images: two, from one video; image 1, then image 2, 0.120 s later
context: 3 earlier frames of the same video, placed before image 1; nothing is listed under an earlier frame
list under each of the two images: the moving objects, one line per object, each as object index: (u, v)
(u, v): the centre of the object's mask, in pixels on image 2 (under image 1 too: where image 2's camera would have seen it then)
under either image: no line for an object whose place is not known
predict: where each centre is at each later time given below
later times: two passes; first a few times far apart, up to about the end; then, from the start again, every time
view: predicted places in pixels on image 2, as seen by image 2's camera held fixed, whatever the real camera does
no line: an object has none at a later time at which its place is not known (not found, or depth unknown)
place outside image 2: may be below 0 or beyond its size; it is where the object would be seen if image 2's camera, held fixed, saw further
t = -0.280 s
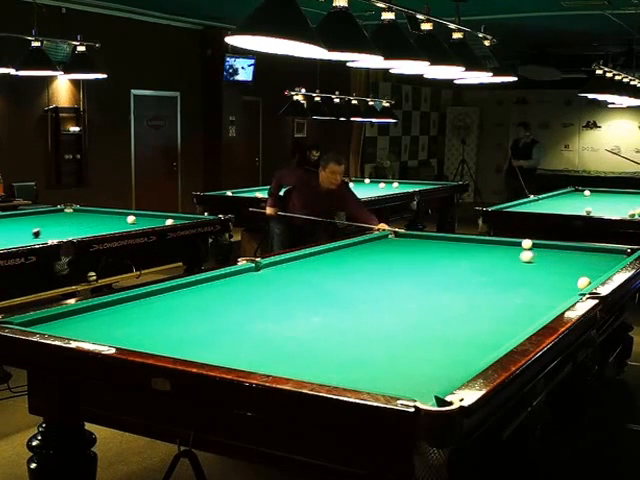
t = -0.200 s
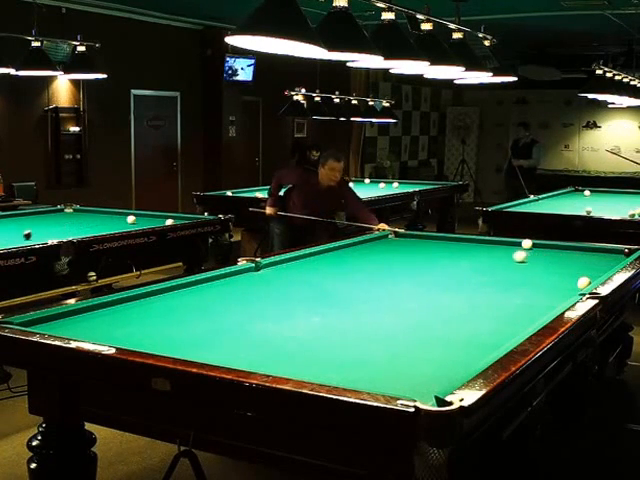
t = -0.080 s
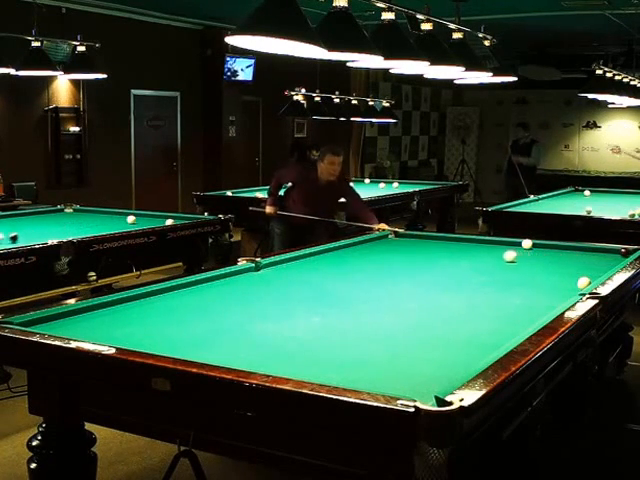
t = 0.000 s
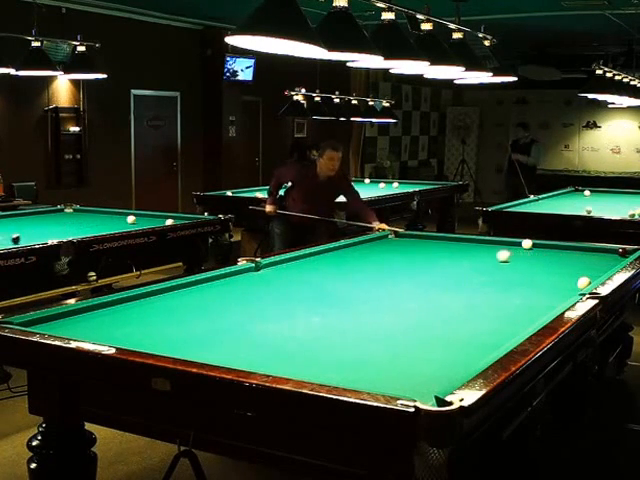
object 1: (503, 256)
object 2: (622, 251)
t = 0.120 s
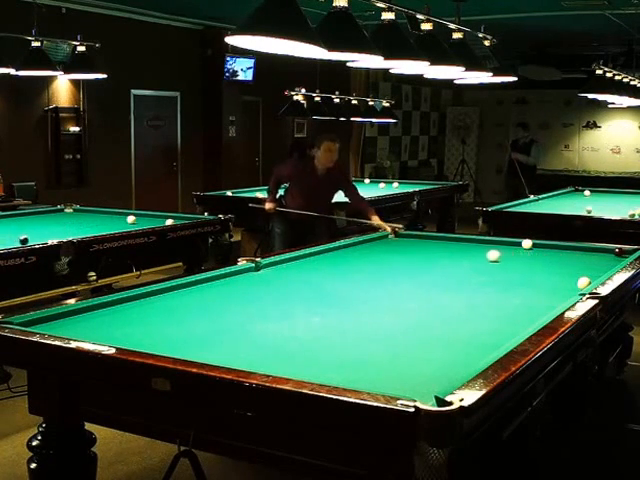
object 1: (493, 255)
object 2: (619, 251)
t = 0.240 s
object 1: (483, 255)
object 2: (615, 251)
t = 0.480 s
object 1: (465, 255)
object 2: (609, 251)
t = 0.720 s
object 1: (447, 254)
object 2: (604, 251)
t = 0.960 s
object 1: (429, 254)
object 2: (599, 250)
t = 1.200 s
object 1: (413, 253)
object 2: (595, 250)
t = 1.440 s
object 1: (397, 253)
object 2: (591, 250)
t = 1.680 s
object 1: (382, 253)
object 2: (588, 250)
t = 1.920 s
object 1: (367, 253)
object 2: (585, 250)
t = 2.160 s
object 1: (354, 252)
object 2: (584, 250)
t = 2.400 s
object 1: (341, 252)
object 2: (583, 250)
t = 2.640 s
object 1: (329, 252)
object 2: (583, 250)
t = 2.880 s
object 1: (320, 251)
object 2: (583, 250)
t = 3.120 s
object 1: (323, 252)
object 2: (583, 250)
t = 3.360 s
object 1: (327, 253)
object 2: (583, 250)
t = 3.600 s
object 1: (330, 254)
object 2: (583, 250)
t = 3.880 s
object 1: (333, 254)
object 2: (583, 250)
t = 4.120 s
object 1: (336, 255)
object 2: (583, 250)
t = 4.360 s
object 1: (338, 255)
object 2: (583, 250)
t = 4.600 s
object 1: (340, 256)
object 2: (583, 250)
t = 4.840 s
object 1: (341, 256)
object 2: (583, 250)
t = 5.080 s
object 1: (342, 256)
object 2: (583, 250)
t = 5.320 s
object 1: (342, 256)
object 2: (583, 250)
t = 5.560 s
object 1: (342, 256)
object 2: (583, 250)
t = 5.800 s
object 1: (342, 256)
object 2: (583, 249)
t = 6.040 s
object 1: (342, 256)
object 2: (583, 250)
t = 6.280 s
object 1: (342, 256)
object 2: (583, 249)
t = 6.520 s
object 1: (342, 256)
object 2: (583, 250)
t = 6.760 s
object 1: (342, 256)
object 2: (583, 250)
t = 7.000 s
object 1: (342, 256)
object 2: (583, 250)
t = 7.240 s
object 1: (342, 256)
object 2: (583, 250)
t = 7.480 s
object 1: (343, 256)
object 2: (583, 250)
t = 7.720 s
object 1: (343, 256)
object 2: (583, 250)
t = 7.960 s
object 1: (343, 256)
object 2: (583, 250)
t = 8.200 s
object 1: (342, 256)
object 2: (583, 250)
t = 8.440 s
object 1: (343, 256)
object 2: (583, 250)
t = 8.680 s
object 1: (343, 256)
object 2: (583, 250)
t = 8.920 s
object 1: (343, 256)
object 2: (583, 250)
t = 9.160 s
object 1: (343, 256)
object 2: (583, 250)
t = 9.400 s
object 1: (343, 256)
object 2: (583, 250)
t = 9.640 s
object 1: (343, 256)
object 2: (583, 250)
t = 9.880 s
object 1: (343, 256)
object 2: (583, 250)
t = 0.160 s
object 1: (490, 255)
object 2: (618, 251)
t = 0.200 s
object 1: (486, 255)
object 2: (617, 251)
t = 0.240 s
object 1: (483, 255)
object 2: (615, 251)
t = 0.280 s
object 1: (480, 255)
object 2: (614, 251)
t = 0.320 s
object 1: (477, 255)
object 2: (613, 251)
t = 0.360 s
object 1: (474, 255)
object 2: (612, 251)
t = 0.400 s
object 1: (471, 255)
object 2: (611, 251)
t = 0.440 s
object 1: (468, 255)
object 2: (610, 251)
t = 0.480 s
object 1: (465, 255)
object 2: (609, 251)
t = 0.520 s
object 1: (462, 255)
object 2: (608, 251)
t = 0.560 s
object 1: (459, 254)
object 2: (607, 251)
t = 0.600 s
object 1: (455, 255)
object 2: (607, 251)
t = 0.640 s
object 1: (453, 254)
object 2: (606, 251)
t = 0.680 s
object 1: (450, 254)
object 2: (605, 251)
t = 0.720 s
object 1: (447, 254)
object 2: (604, 251)
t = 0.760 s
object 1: (444, 254)
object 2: (603, 251)
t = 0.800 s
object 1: (441, 254)
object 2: (603, 251)
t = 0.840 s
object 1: (438, 254)
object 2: (602, 250)
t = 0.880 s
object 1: (435, 254)
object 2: (601, 251)
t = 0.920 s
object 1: (432, 254)
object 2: (600, 250)
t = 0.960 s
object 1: (429, 254)
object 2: (599, 250)
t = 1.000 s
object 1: (426, 254)
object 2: (598, 250)
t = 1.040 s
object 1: (424, 254)
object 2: (597, 250)
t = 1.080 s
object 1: (421, 254)
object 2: (597, 250)
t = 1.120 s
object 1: (418, 254)
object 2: (596, 250)
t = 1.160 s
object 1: (415, 254)
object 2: (595, 250)
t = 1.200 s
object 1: (413, 253)
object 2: (595, 250)
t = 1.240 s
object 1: (410, 253)
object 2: (594, 250)
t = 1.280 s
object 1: (407, 253)
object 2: (593, 250)
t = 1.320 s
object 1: (405, 253)
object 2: (593, 250)
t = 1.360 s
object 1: (402, 253)
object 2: (592, 250)
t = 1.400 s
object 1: (399, 253)
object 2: (591, 250)
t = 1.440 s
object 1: (397, 253)
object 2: (591, 250)
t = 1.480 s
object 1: (394, 253)
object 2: (590, 250)
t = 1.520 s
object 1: (392, 253)
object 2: (590, 250)
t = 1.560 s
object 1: (389, 253)
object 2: (589, 250)
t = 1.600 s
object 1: (387, 253)
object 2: (589, 250)
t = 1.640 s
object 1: (384, 253)
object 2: (588, 250)
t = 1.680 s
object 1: (382, 253)
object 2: (588, 250)
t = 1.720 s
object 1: (379, 253)
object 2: (587, 250)
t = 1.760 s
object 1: (377, 253)
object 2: (587, 250)
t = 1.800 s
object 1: (375, 253)
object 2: (586, 250)
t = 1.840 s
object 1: (372, 253)
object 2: (586, 250)
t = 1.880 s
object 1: (370, 253)
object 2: (585, 250)
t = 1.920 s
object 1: (367, 253)
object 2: (585, 250)
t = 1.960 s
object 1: (365, 253)
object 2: (585, 250)
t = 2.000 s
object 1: (363, 253)
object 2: (585, 250)
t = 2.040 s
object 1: (360, 253)
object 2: (585, 250)
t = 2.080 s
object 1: (358, 252)
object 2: (585, 250)
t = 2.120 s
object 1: (356, 252)
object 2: (584, 250)
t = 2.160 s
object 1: (354, 252)
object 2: (584, 250)
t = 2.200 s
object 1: (352, 252)
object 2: (584, 250)
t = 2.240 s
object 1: (350, 253)
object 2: (584, 250)
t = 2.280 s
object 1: (347, 252)
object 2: (584, 250)
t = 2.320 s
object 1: (345, 252)
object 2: (584, 250)
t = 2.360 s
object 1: (343, 252)
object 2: (584, 250)
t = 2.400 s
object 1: (341, 252)
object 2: (583, 250)
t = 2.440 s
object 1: (339, 252)
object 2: (583, 250)
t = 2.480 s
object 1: (337, 252)
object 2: (583, 250)
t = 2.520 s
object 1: (335, 252)
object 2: (583, 250)
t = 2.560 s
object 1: (333, 252)
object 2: (583, 250)
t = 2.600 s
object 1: (331, 252)
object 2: (583, 250)
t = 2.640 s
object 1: (329, 252)
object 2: (583, 250)
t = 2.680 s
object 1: (327, 252)
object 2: (583, 250)
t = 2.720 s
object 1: (325, 252)
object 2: (583, 250)
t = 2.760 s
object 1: (323, 251)
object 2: (583, 250)
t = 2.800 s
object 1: (321, 251)
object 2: (583, 250)
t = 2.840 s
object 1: (320, 251)
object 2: (583, 250)
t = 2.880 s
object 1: (320, 251)
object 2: (583, 250)
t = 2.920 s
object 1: (320, 251)
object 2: (583, 250)
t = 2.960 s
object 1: (321, 252)
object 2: (583, 250)
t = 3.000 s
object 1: (321, 252)
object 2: (583, 250)
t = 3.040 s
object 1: (322, 252)
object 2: (583, 250)
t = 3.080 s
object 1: (323, 252)
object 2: (583, 250)
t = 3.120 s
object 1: (323, 252)
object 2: (583, 250)
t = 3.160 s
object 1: (324, 252)
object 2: (583, 250)
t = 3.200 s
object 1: (324, 252)
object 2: (583, 250)
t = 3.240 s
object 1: (325, 252)
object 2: (583, 250)
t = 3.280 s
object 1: (326, 252)
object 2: (583, 250)
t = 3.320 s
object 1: (326, 253)
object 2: (583, 250)
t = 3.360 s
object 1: (327, 253)
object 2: (583, 250)
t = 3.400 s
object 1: (328, 253)
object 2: (583, 250)
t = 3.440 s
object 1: (328, 253)
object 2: (583, 250)
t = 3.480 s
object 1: (329, 253)
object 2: (583, 250)
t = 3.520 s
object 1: (329, 253)
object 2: (583, 250)
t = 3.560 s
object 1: (330, 253)
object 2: (583, 250)
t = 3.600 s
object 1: (330, 254)
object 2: (583, 250)
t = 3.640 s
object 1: (331, 254)
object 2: (583, 250)
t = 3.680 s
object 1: (331, 254)
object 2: (583, 250)
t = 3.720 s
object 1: (332, 254)
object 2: (583, 250)
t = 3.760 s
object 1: (332, 254)
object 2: (583, 250)
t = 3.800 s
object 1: (333, 254)
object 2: (583, 250)
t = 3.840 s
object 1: (333, 254)
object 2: (583, 250)
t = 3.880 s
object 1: (333, 254)
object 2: (583, 250)
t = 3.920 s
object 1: (334, 254)
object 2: (583, 250)
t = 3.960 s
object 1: (334, 255)
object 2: (583, 250)
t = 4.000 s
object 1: (335, 255)
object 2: (583, 250)
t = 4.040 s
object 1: (335, 255)
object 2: (583, 250)
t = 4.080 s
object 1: (336, 255)
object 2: (583, 250)
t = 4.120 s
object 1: (336, 255)
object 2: (583, 250)
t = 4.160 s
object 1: (336, 255)
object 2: (583, 250)
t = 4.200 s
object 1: (337, 255)
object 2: (583, 250)
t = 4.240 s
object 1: (337, 255)
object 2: (583, 250)
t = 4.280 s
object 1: (338, 255)
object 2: (583, 250)
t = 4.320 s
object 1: (338, 255)
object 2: (583, 250)
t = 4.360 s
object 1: (338, 255)
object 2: (583, 250)
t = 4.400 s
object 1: (338, 255)
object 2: (583, 250)
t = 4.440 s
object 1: (339, 255)
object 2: (583, 250)
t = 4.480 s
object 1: (339, 255)
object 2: (583, 250)
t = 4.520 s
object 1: (339, 256)
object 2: (583, 250)
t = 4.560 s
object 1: (339, 256)
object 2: (583, 250)
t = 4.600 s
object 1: (340, 256)
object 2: (583, 250)
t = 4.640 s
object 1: (340, 256)
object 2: (583, 250)
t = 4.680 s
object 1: (340, 256)
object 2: (583, 250)
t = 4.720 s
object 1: (340, 256)
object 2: (583, 250)
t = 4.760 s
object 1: (340, 256)
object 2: (583, 250)
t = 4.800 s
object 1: (340, 256)
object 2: (583, 250)
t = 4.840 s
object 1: (341, 256)
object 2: (583, 250)
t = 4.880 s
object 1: (341, 256)
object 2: (583, 250)
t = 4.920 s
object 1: (341, 256)
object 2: (583, 250)
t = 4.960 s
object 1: (341, 256)
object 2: (583, 250)
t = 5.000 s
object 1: (341, 256)
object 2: (583, 250)
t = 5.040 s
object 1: (341, 256)
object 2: (583, 250)
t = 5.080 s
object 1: (342, 256)
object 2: (583, 250)
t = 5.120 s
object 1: (342, 256)
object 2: (583, 250)
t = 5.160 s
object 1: (342, 256)
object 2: (583, 250)
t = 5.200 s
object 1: (342, 256)
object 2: (583, 250)
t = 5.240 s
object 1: (342, 256)
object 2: (583, 250)
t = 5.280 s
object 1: (342, 256)
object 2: (583, 250)
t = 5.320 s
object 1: (342, 256)
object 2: (583, 250)
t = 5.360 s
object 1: (342, 256)
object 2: (583, 250)
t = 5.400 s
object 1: (342, 256)
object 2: (583, 250)
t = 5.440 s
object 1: (342, 256)
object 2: (583, 250)
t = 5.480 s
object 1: (342, 256)
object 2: (583, 250)
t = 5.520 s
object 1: (342, 256)
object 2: (583, 250)
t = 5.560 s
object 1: (342, 256)
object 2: (583, 250)
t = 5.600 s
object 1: (342, 256)
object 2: (583, 250)
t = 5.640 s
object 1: (342, 256)
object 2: (583, 250)
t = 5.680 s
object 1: (342, 256)
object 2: (583, 249)
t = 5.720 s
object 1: (342, 256)
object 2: (583, 249)
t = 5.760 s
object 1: (342, 256)
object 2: (583, 250)
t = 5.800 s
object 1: (342, 256)
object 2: (583, 249)
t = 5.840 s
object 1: (342, 256)
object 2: (583, 249)
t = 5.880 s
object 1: (342, 256)
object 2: (583, 249)
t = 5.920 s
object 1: (342, 256)
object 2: (583, 250)
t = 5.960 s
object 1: (342, 256)
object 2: (583, 250)
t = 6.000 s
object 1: (342, 256)
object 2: (583, 250)
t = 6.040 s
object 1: (342, 256)
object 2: (583, 250)
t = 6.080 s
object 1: (342, 256)
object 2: (583, 250)
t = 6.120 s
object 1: (342, 256)
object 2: (583, 250)
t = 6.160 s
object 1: (342, 256)
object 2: (583, 250)
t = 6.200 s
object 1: (342, 256)
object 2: (583, 249)
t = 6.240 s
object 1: (342, 256)
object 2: (583, 250)
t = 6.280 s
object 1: (342, 256)
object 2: (583, 249)
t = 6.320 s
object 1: (342, 256)
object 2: (583, 249)
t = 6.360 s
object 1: (342, 256)
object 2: (583, 249)
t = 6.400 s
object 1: (342, 256)
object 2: (583, 249)
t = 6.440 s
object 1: (342, 256)
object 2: (583, 250)
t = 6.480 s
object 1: (342, 256)
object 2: (583, 250)
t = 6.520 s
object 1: (342, 256)
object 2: (583, 250)
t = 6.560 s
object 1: (342, 256)
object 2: (583, 250)
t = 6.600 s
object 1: (342, 256)
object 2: (583, 250)
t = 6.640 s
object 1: (342, 256)
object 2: (583, 250)
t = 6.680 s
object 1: (342, 256)
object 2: (583, 250)
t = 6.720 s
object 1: (342, 256)
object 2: (583, 250)
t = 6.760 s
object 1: (342, 256)
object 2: (583, 250)
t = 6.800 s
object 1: (342, 256)
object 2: (583, 250)
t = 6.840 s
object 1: (342, 256)
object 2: (583, 250)
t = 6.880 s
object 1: (342, 256)
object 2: (583, 250)
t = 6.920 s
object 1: (342, 256)
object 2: (583, 250)
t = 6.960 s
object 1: (342, 256)
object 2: (583, 250)
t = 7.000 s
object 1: (342, 256)
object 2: (583, 250)
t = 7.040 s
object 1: (342, 256)
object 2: (583, 250)
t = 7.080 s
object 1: (342, 256)
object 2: (583, 250)
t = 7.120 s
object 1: (342, 256)
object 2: (583, 250)
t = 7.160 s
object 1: (342, 256)
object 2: (583, 250)
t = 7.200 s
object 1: (342, 256)
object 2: (583, 250)
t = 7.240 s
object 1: (342, 256)
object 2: (583, 250)
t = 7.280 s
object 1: (342, 256)
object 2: (583, 250)
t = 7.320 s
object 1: (342, 256)
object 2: (583, 250)
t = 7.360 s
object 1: (343, 256)
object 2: (583, 250)
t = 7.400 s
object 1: (343, 256)
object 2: (583, 250)
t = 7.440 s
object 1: (343, 256)
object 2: (583, 250)
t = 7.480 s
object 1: (343, 256)
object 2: (583, 250)
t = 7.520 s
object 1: (343, 256)
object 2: (583, 250)
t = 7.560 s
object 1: (343, 256)
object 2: (583, 250)
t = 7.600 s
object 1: (343, 256)
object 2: (583, 250)
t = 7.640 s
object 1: (343, 256)
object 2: (583, 250)
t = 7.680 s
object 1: (343, 256)
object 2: (583, 250)
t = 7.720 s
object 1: (343, 256)
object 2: (583, 250)
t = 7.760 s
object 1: (343, 256)
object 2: (583, 250)
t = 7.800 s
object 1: (343, 256)
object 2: (583, 250)
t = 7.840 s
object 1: (343, 256)
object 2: (583, 250)
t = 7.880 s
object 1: (343, 256)
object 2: (583, 250)
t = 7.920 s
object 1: (343, 256)
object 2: (583, 250)
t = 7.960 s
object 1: (343, 256)
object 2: (583, 250)
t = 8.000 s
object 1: (343, 256)
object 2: (583, 250)
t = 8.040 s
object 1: (343, 256)
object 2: (583, 250)
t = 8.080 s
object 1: (342, 256)
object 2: (583, 250)
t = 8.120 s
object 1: (342, 256)
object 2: (583, 250)
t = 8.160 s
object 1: (342, 256)
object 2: (583, 250)
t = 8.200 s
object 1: (342, 256)
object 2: (583, 250)
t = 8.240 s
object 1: (342, 256)
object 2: (583, 250)
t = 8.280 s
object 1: (342, 256)
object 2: (583, 250)
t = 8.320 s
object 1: (342, 256)
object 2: (583, 250)
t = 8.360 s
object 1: (342, 256)
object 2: (583, 250)
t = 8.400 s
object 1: (343, 256)
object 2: (583, 250)
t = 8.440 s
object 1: (343, 256)
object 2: (583, 250)
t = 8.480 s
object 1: (343, 256)
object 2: (583, 250)
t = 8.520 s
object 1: (343, 256)
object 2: (583, 250)
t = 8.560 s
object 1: (343, 256)
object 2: (583, 250)
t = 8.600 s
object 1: (343, 256)
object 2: (583, 250)
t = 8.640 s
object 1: (343, 256)
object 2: (583, 250)
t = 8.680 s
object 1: (343, 256)
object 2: (583, 250)
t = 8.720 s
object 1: (343, 256)
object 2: (583, 250)
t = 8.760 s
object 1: (343, 256)
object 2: (583, 250)
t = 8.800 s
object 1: (343, 256)
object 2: (583, 250)
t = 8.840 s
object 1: (343, 256)
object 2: (583, 250)
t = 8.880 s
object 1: (343, 256)
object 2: (583, 250)
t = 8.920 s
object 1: (343, 256)
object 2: (583, 250)
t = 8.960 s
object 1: (342, 256)
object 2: (583, 250)
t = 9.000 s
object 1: (342, 256)
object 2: (583, 250)
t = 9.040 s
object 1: (342, 256)
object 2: (583, 250)
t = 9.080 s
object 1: (342, 256)
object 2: (583, 250)
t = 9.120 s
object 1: (342, 256)
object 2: (583, 250)
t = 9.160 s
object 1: (343, 256)
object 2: (583, 250)
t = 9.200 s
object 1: (343, 256)
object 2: (583, 250)
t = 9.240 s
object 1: (343, 256)
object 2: (583, 250)
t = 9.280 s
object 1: (343, 256)
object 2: (583, 250)
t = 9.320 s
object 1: (343, 256)
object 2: (583, 250)
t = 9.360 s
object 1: (343, 256)
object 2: (583, 250)
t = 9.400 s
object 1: (343, 256)
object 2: (583, 250)
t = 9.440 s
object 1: (343, 256)
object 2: (583, 250)
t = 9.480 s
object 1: (343, 256)
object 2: (583, 250)
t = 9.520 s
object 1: (343, 256)
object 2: (583, 250)
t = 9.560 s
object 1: (343, 256)
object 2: (583, 250)
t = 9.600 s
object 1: (343, 256)
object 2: (583, 250)
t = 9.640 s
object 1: (343, 256)
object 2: (583, 250)
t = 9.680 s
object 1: (343, 256)
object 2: (583, 250)
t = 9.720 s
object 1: (343, 256)
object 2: (583, 250)
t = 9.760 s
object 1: (343, 256)
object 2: (583, 250)
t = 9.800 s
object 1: (343, 256)
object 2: (583, 250)
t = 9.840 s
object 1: (343, 256)
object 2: (583, 250)
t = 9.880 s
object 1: (343, 256)
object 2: (583, 250)
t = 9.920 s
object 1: (343, 256)
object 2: (583, 250)
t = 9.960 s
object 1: (343, 256)
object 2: (583, 250)
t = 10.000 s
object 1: (343, 256)
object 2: (583, 250)
